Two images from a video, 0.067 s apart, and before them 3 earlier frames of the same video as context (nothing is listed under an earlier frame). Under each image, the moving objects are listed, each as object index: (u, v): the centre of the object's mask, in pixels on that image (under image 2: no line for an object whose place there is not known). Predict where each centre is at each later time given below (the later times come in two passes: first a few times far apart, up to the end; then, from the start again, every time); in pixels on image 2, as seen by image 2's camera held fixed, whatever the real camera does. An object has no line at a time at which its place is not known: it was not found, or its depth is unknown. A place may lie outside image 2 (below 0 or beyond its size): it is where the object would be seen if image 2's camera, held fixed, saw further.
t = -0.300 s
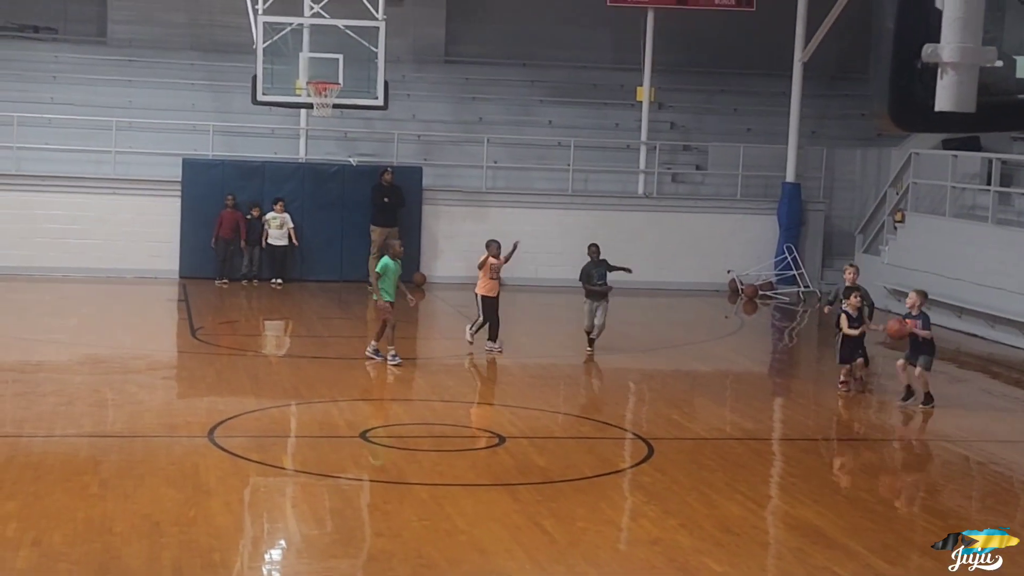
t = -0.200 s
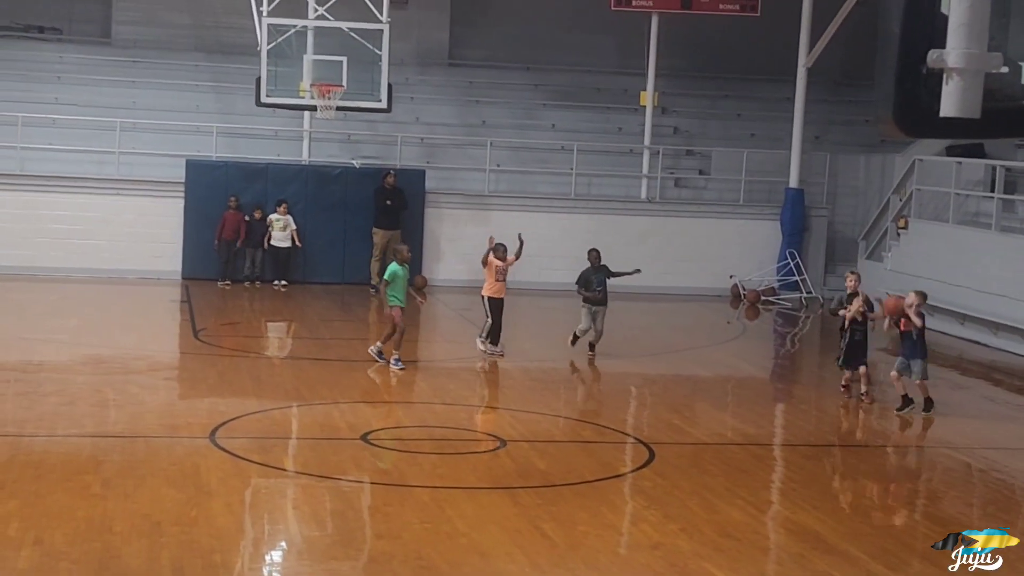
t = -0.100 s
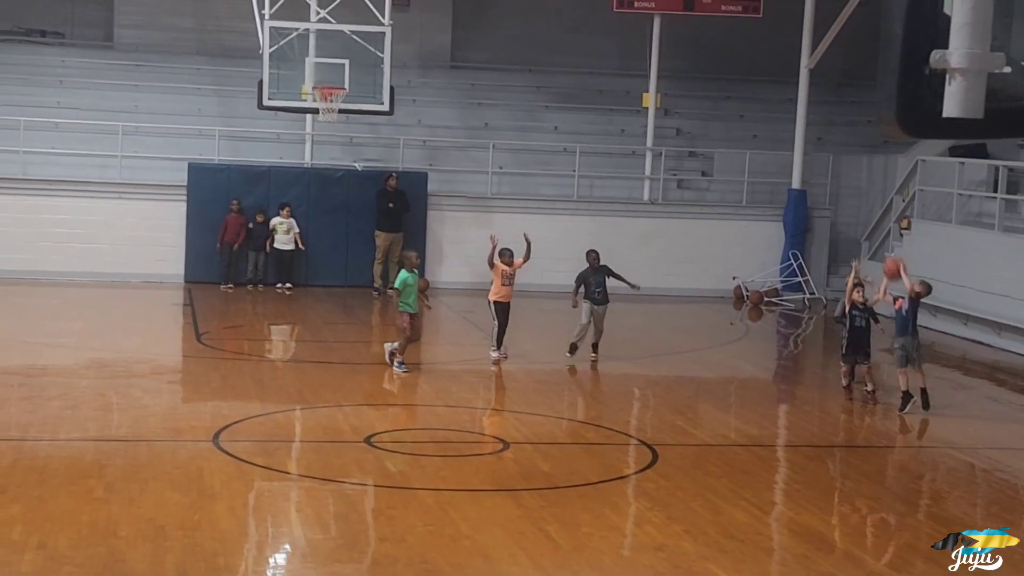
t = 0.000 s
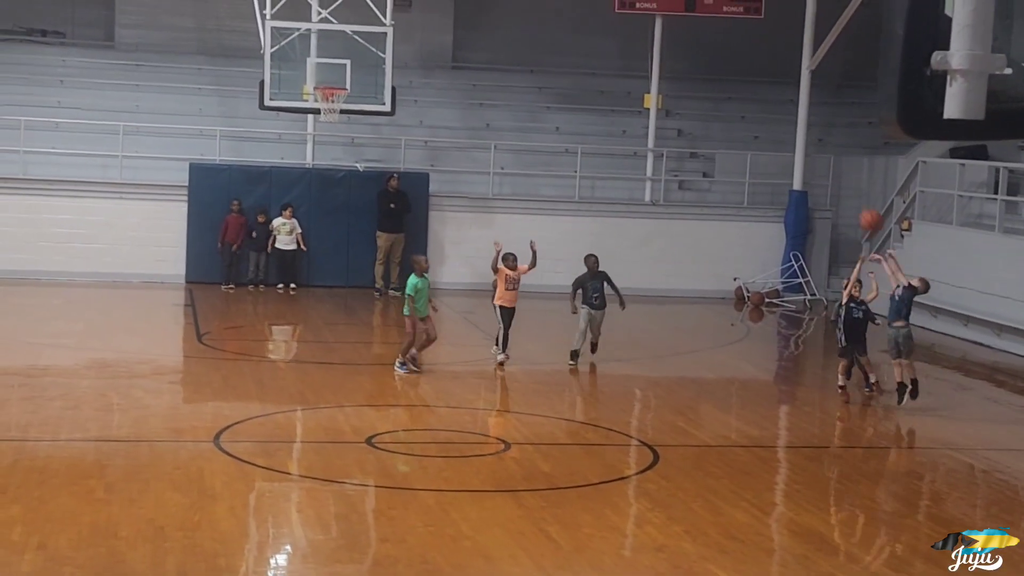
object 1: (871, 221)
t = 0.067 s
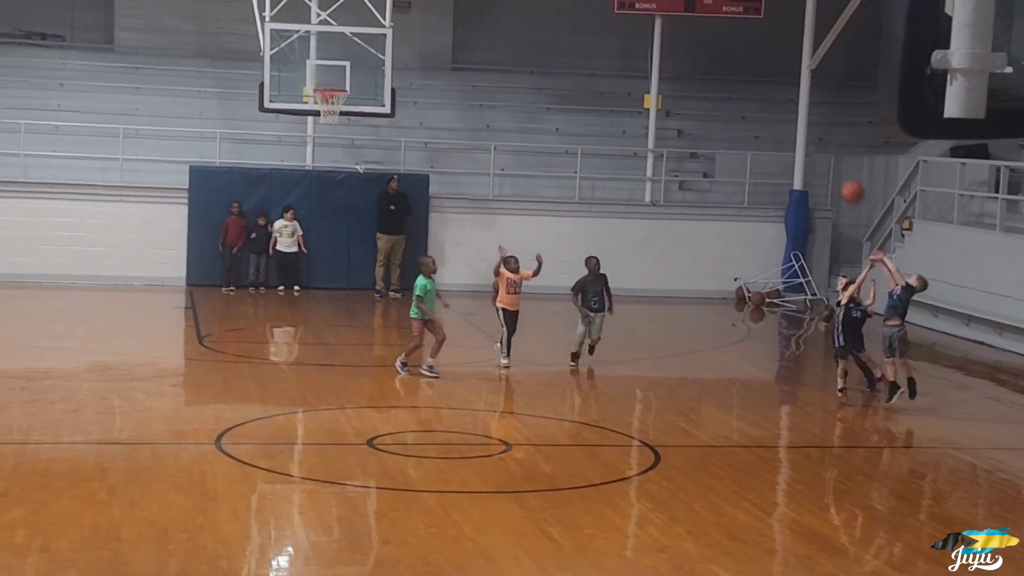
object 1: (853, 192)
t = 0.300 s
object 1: (787, 132)
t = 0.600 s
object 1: (703, 132)
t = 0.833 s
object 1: (636, 193)
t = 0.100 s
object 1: (843, 180)
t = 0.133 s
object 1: (834, 169)
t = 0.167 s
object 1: (825, 159)
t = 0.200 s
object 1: (816, 151)
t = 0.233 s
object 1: (807, 143)
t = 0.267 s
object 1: (797, 136)
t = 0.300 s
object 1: (787, 132)
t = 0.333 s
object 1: (778, 127)
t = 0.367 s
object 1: (769, 124)
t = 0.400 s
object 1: (759, 122)
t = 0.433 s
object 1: (750, 121)
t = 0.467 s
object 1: (740, 121)
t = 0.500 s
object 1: (732, 122)
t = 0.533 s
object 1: (722, 124)
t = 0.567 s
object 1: (712, 128)
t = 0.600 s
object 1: (703, 132)
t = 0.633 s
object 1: (694, 138)
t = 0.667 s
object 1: (684, 144)
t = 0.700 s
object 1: (674, 152)
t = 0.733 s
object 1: (665, 161)
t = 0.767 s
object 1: (655, 170)
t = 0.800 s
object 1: (645, 182)
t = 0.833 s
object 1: (636, 193)
